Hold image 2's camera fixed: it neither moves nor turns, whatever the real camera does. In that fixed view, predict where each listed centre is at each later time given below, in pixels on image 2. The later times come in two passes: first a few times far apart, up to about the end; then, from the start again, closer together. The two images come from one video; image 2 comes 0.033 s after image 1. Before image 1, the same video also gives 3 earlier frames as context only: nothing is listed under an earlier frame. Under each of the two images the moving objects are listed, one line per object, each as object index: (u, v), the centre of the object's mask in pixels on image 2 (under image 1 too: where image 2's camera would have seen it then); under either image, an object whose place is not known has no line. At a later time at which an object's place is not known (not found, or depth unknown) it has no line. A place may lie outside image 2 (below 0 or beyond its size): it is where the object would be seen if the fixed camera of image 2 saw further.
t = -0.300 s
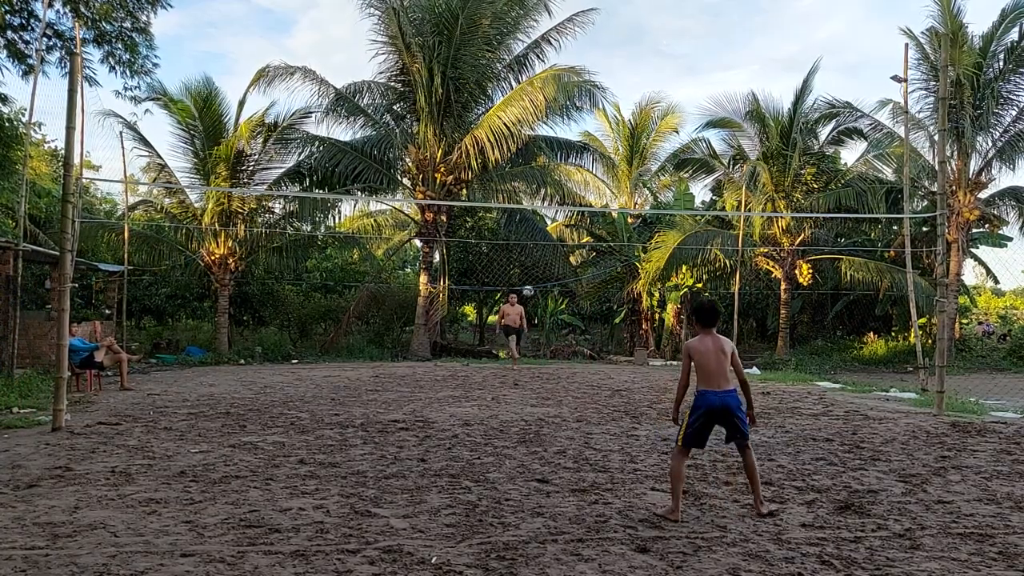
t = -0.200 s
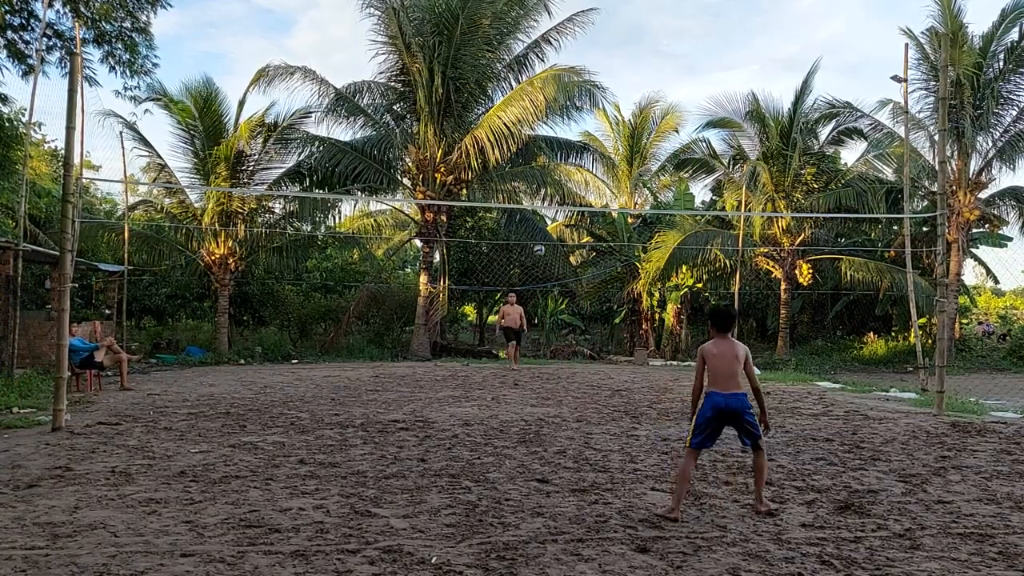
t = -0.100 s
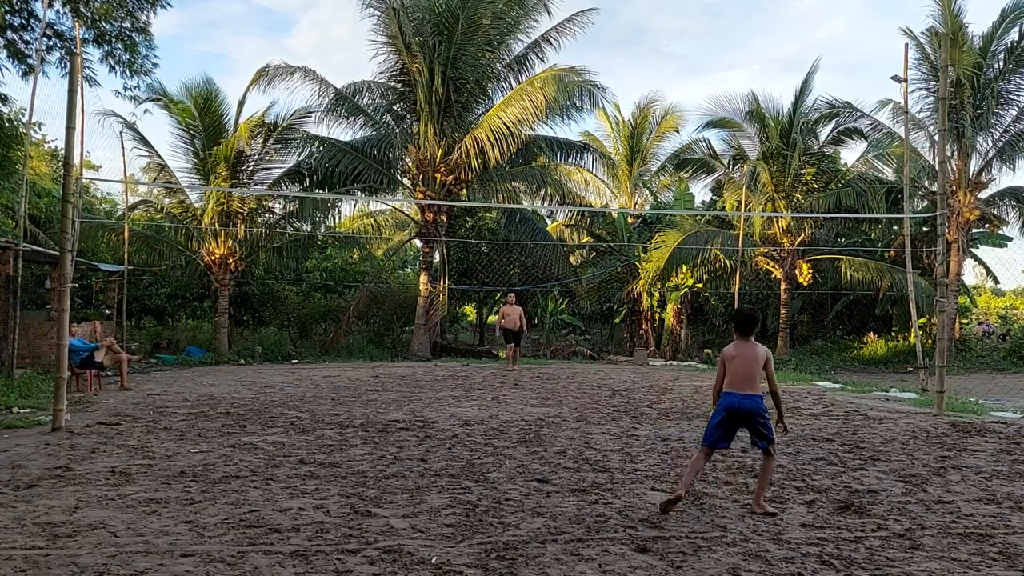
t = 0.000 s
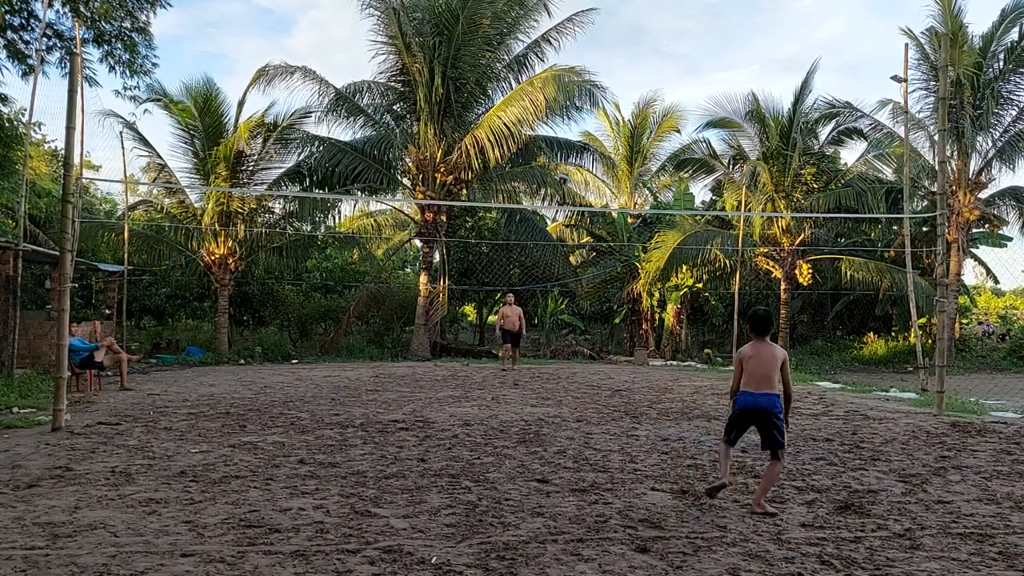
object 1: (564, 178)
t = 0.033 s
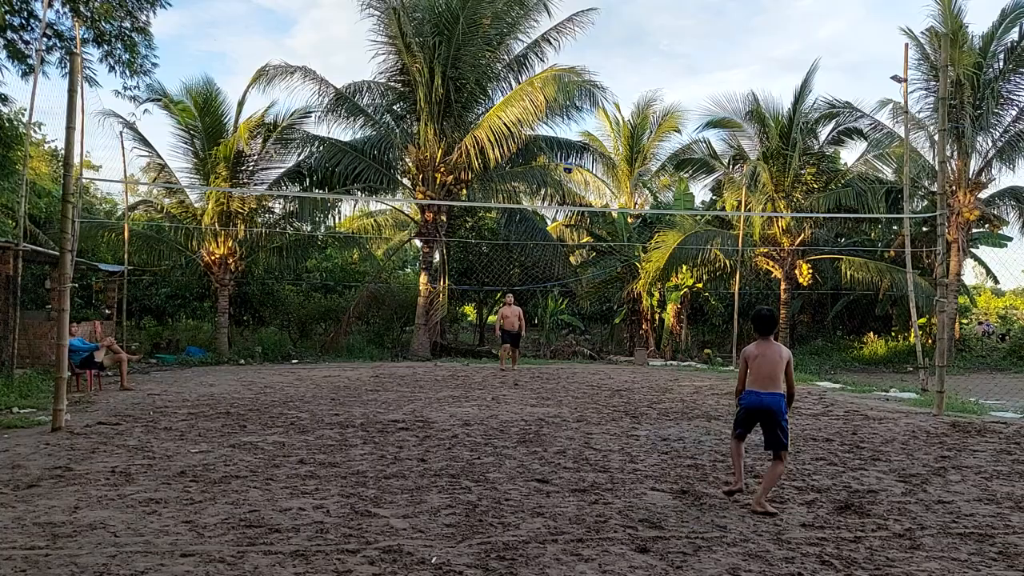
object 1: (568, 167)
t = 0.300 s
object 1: (609, 99)
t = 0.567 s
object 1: (659, 68)
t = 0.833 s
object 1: (721, 90)
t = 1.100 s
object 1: (801, 190)
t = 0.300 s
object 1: (609, 99)
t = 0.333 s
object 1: (614, 93)
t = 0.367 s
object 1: (620, 88)
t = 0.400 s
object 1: (627, 83)
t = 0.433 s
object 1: (633, 78)
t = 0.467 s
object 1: (639, 75)
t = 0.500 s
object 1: (646, 72)
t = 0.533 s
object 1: (652, 70)
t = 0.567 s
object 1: (659, 68)
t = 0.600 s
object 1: (666, 68)
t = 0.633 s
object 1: (674, 68)
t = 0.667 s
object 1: (681, 69)
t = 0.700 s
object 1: (689, 71)
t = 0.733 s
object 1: (697, 74)
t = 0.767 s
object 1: (705, 78)
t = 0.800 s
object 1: (713, 84)
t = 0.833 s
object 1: (721, 90)
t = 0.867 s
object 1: (730, 98)
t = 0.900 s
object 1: (739, 107)
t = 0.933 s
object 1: (748, 118)
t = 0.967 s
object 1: (758, 129)
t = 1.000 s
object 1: (766, 141)
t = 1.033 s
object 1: (778, 156)
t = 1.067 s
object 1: (789, 172)
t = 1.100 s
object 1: (801, 190)
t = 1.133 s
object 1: (812, 210)
